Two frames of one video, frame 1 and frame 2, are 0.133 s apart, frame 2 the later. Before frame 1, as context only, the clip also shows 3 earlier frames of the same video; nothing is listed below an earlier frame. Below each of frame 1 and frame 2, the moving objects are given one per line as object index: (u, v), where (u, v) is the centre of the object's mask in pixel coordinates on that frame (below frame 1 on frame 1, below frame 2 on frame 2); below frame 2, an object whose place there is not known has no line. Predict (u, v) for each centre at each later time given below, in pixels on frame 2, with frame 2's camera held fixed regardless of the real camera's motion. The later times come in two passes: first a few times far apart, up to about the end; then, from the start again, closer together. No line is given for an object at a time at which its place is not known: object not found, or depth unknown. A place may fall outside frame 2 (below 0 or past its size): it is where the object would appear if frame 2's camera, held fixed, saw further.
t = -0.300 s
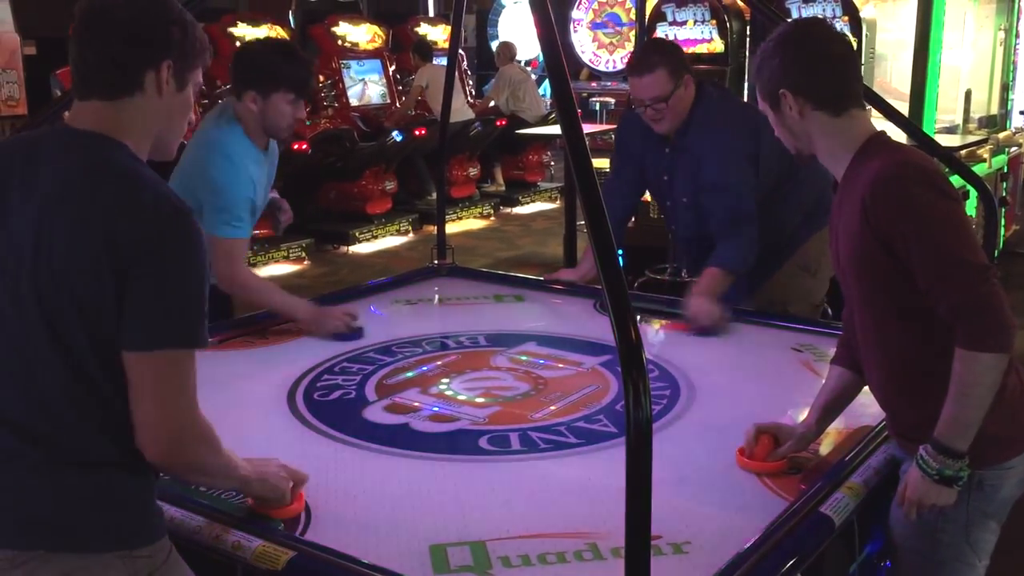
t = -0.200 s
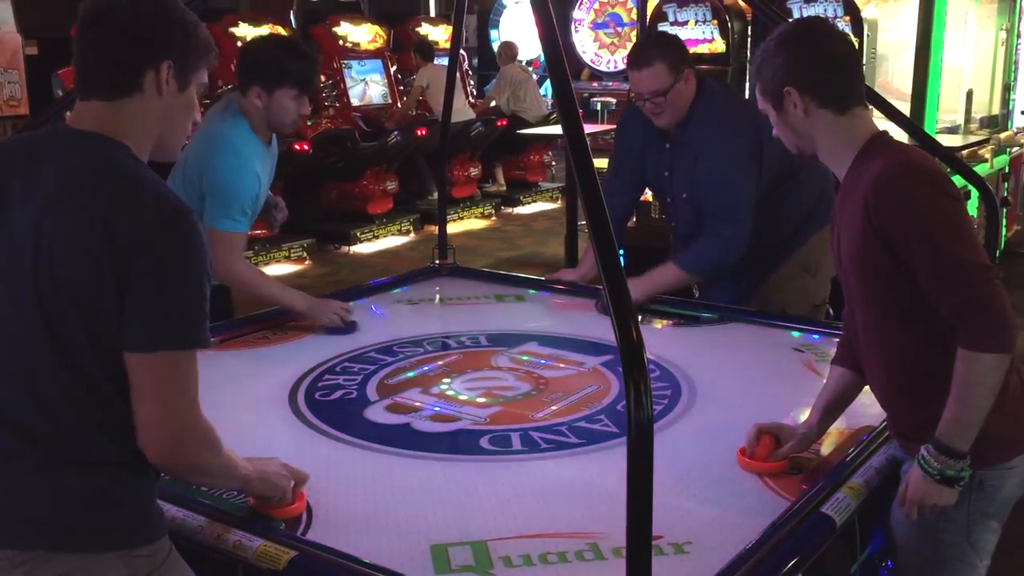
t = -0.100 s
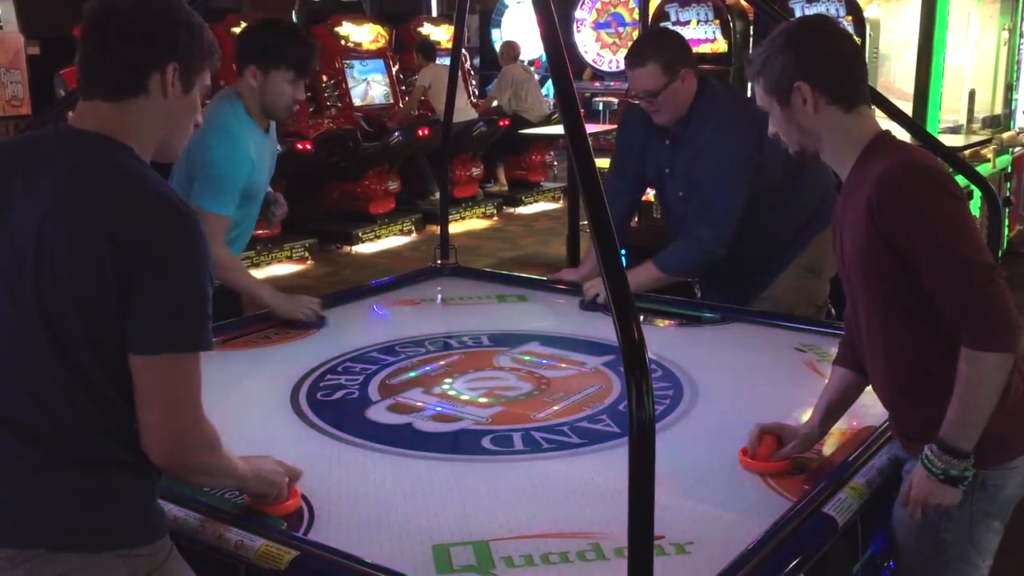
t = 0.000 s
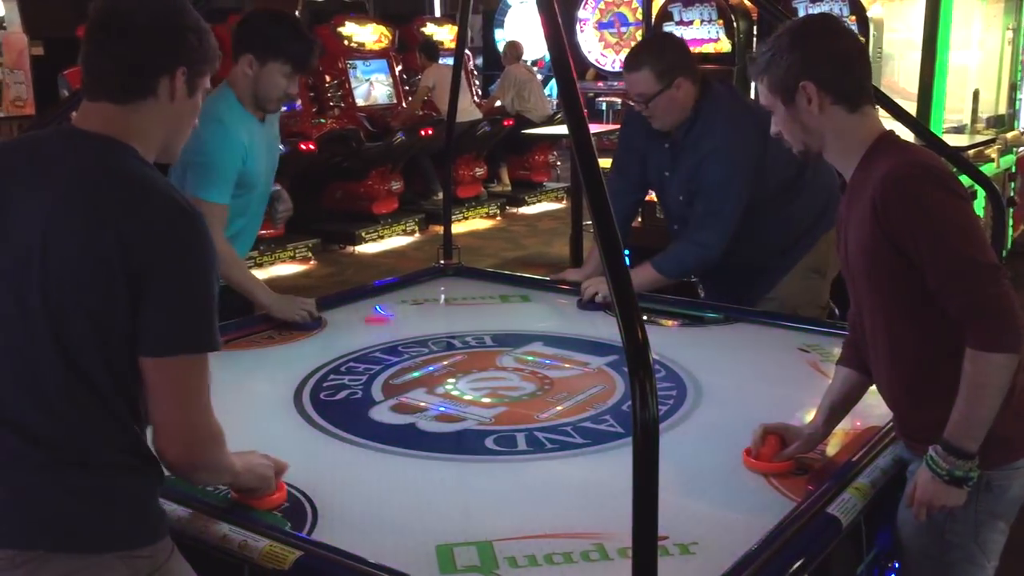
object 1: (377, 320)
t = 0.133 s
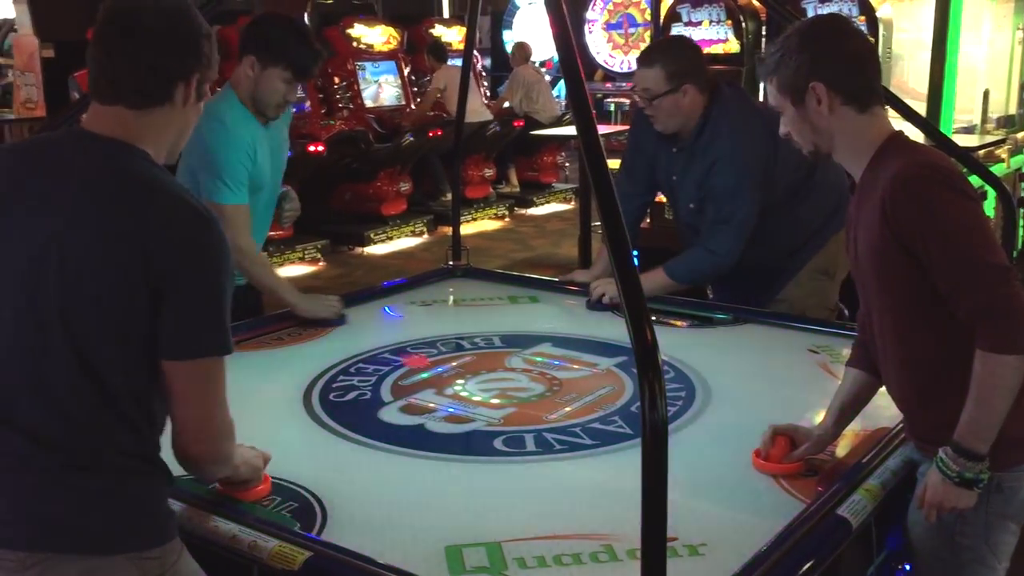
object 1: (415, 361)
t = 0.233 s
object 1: (443, 400)
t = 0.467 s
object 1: (555, 550)
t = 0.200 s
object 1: (434, 386)
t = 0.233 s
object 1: (443, 400)
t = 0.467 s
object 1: (555, 550)
